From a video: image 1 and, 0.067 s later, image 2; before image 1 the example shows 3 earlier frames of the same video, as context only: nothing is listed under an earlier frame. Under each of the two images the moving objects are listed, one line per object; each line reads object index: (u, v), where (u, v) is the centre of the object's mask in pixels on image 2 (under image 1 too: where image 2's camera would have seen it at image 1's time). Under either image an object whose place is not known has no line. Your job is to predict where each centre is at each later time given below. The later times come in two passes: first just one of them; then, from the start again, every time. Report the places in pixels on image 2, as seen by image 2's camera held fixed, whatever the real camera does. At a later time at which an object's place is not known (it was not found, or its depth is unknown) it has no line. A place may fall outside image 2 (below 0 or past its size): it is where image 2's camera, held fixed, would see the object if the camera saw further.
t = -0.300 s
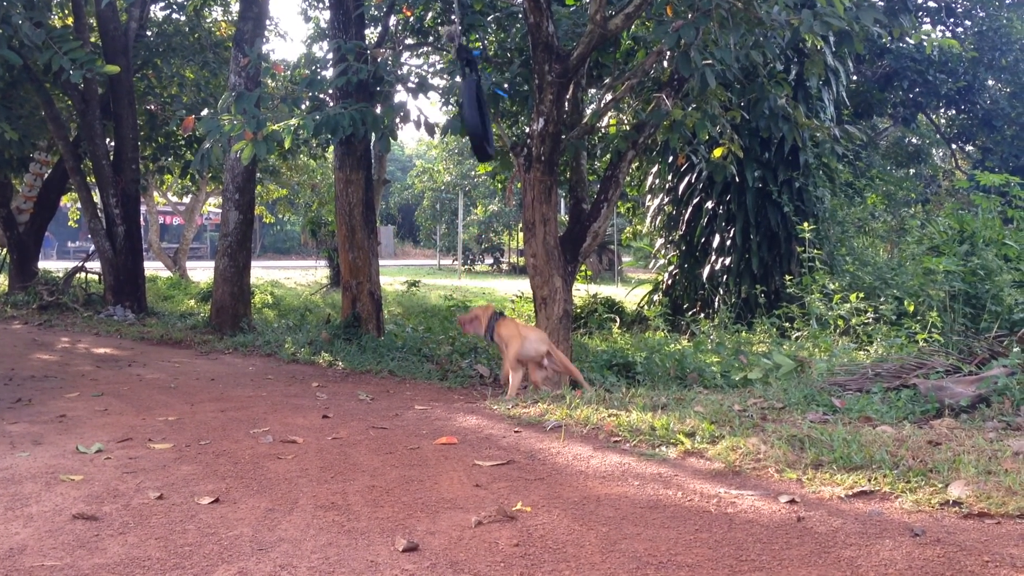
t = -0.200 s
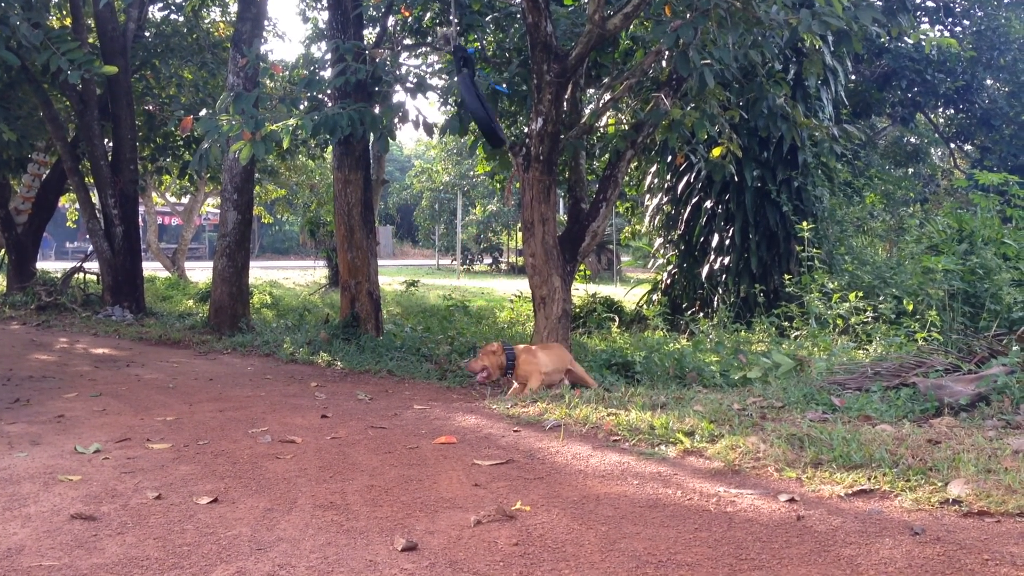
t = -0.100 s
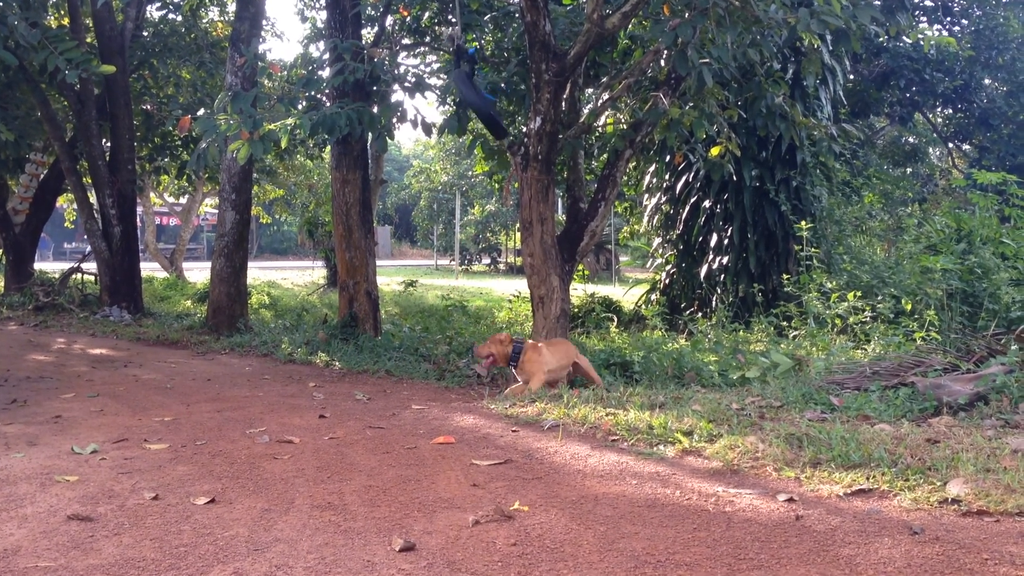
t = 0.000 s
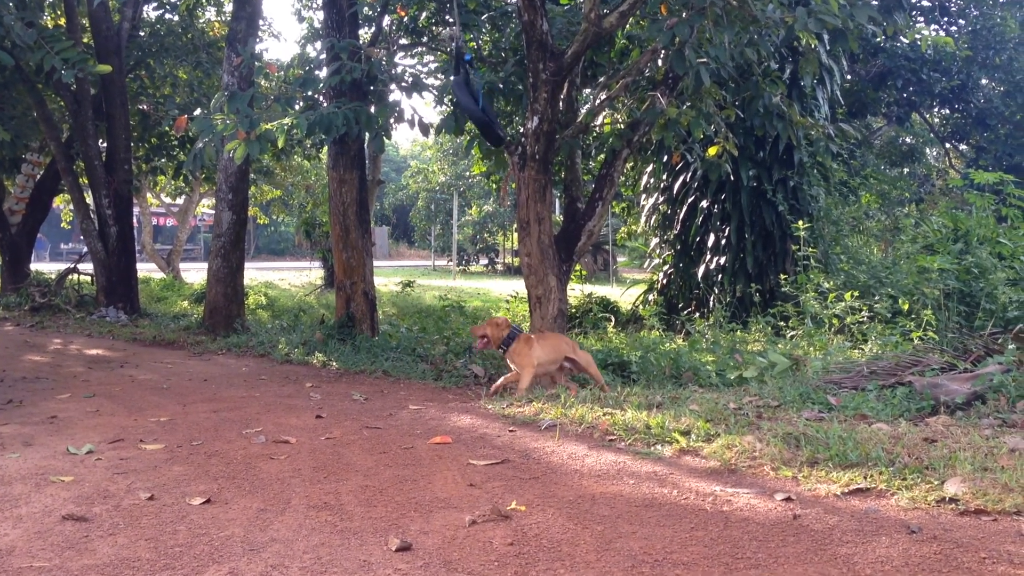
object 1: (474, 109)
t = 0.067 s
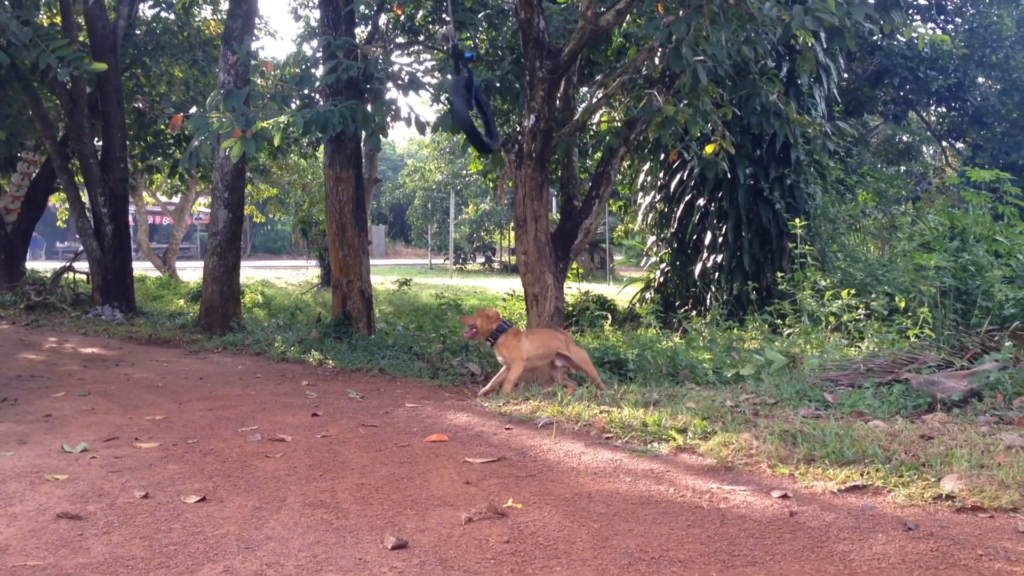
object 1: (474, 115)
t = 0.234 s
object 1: (464, 121)
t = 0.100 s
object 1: (473, 117)
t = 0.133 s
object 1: (471, 119)
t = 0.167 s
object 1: (460, 124)
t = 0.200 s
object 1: (466, 121)
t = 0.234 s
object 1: (464, 121)
